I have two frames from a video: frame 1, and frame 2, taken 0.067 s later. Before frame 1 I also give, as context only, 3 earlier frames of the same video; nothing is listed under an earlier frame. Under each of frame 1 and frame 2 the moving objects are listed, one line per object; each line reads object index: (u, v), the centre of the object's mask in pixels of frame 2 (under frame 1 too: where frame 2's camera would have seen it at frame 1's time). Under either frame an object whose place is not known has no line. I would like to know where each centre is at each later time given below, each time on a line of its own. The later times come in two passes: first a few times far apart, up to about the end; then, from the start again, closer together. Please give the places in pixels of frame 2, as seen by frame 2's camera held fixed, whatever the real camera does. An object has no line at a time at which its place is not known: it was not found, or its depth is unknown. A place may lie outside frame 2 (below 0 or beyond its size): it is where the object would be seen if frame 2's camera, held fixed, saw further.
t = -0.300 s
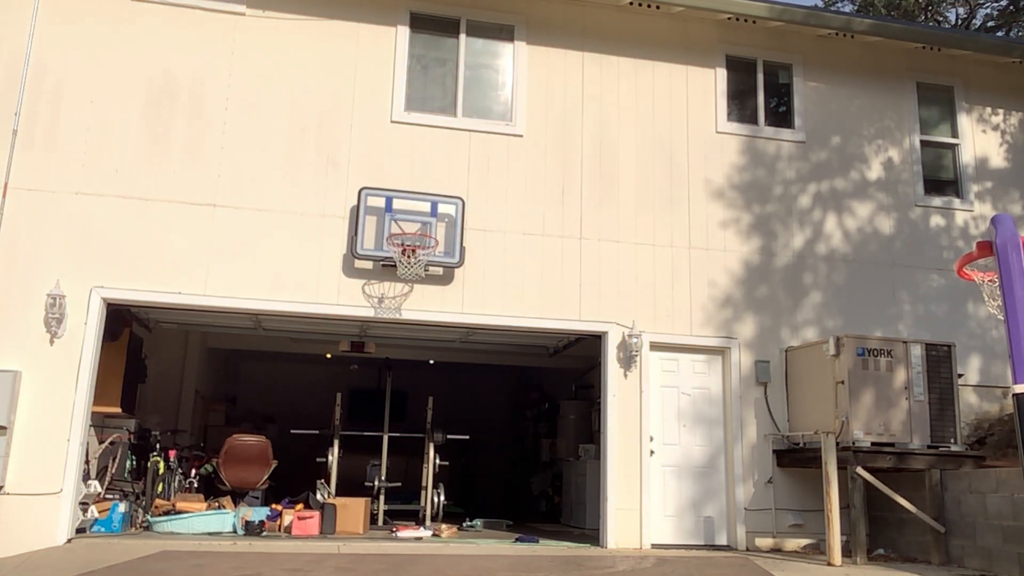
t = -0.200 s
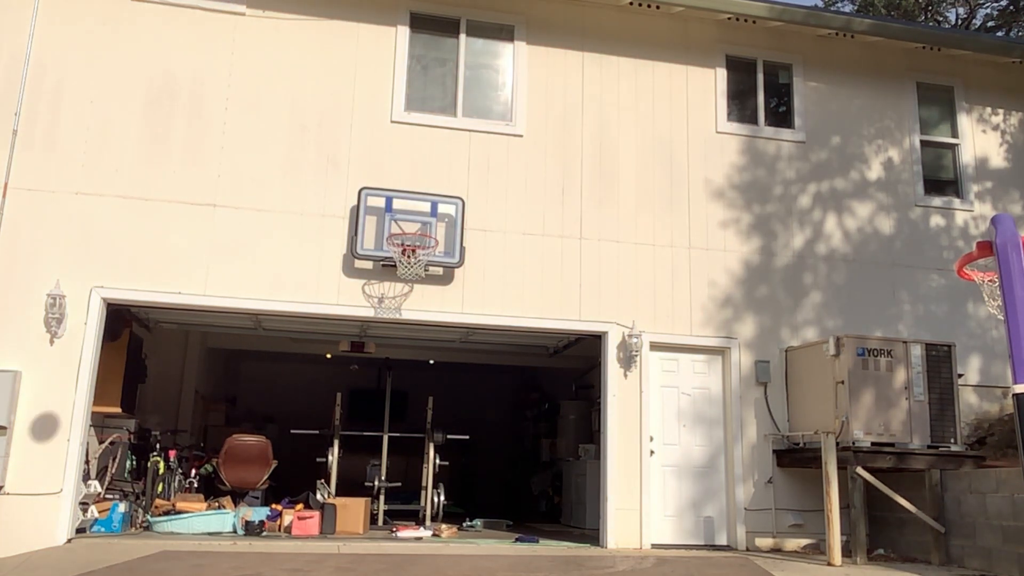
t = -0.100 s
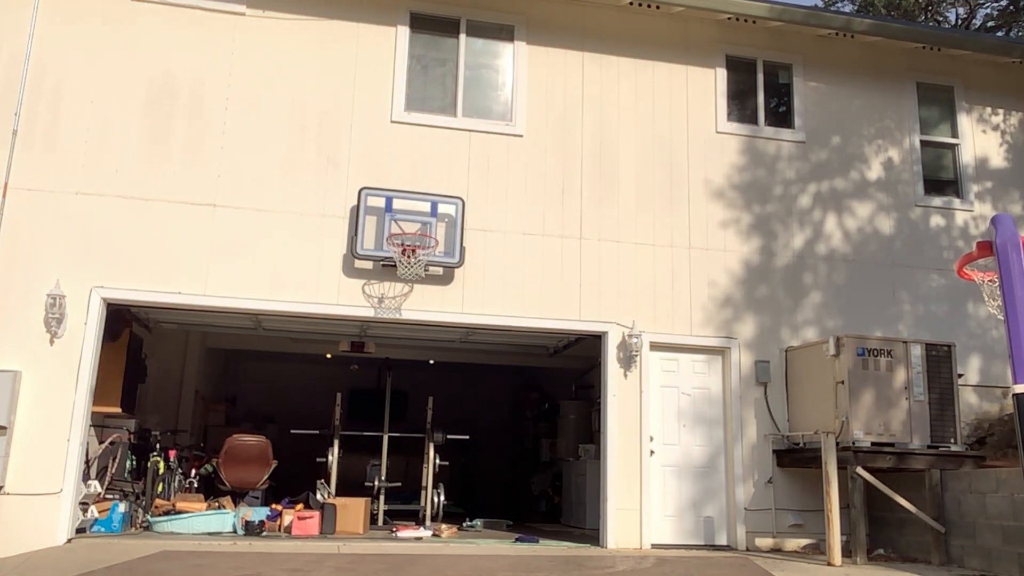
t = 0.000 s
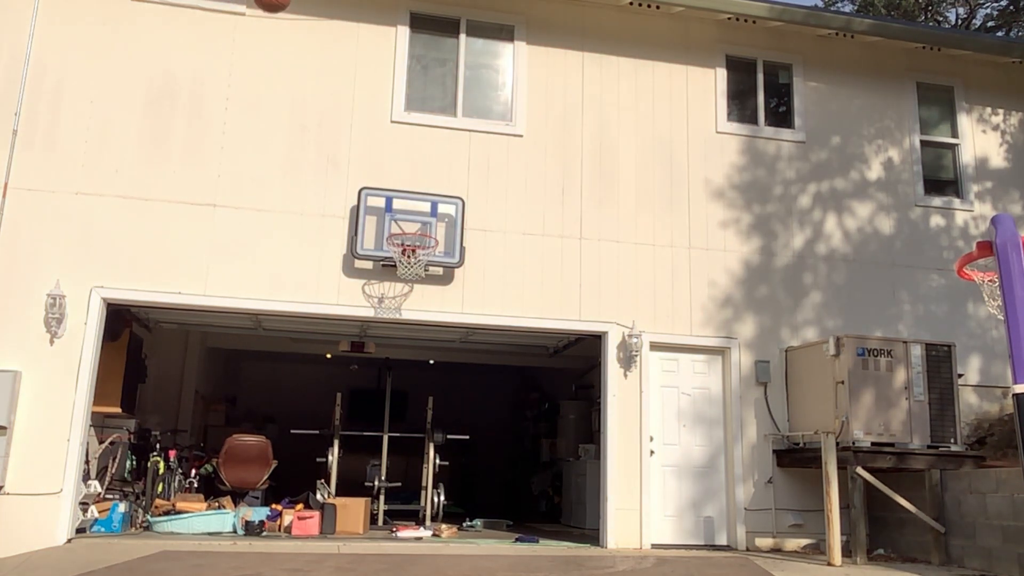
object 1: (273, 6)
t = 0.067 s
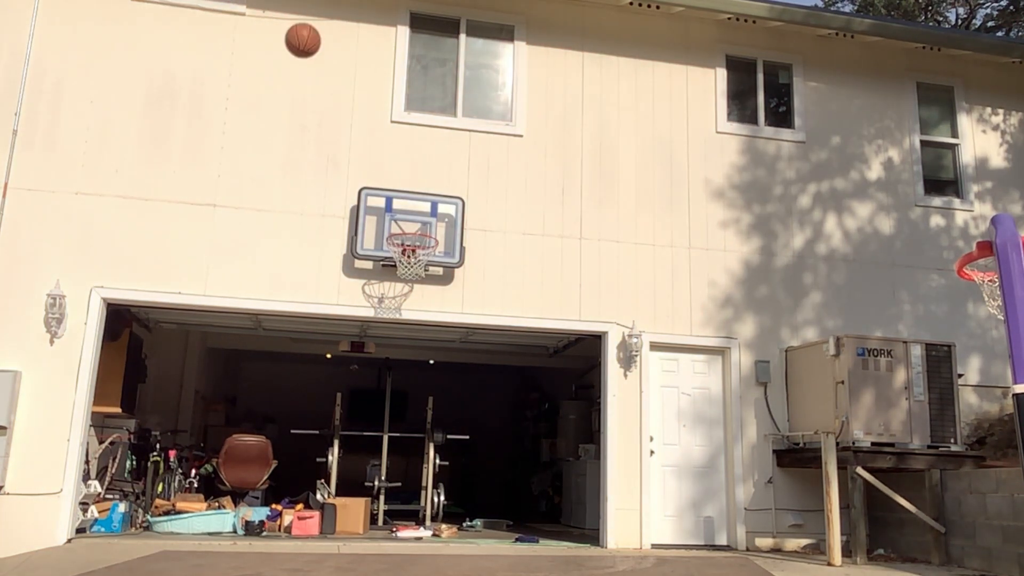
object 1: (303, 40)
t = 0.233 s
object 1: (361, 152)
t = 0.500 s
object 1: (420, 327)
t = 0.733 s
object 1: (451, 483)
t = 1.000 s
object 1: (514, 496)
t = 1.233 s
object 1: (568, 508)
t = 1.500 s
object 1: (587, 500)
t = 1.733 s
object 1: (568, 505)
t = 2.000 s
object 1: (558, 509)
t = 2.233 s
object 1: (559, 520)
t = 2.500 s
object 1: (558, 515)
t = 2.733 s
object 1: (558, 520)
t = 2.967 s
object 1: (556, 526)
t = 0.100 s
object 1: (317, 63)
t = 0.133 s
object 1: (329, 86)
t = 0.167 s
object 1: (341, 108)
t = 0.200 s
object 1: (351, 130)
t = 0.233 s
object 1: (361, 152)
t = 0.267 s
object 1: (370, 174)
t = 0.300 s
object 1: (379, 196)
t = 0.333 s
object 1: (387, 218)
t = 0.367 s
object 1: (394, 240)
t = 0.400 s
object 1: (401, 262)
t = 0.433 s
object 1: (408, 284)
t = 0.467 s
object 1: (414, 306)
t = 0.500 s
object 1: (420, 327)
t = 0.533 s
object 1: (425, 349)
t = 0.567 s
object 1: (430, 372)
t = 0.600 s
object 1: (435, 394)
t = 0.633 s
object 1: (439, 416)
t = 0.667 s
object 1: (443, 438)
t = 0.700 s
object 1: (447, 461)
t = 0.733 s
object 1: (451, 483)
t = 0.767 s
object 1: (454, 506)
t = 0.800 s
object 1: (458, 524)
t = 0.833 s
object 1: (467, 518)
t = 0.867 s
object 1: (477, 511)
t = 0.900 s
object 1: (488, 506)
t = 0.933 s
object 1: (497, 501)
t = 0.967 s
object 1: (506, 498)
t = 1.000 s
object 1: (514, 496)
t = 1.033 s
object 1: (522, 495)
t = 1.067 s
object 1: (531, 495)
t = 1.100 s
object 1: (538, 496)
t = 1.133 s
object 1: (546, 498)
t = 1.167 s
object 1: (553, 501)
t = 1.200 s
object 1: (560, 503)
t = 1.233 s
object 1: (568, 508)
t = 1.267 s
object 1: (575, 513)
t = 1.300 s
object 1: (581, 519)
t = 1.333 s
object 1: (588, 521)
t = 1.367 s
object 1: (593, 516)
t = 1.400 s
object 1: (593, 511)
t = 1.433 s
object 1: (592, 506)
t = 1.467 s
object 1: (590, 503)
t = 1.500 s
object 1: (587, 500)
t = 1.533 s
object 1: (585, 498)
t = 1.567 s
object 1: (582, 497)
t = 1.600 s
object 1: (580, 497)
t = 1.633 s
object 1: (578, 498)
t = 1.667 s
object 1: (574, 499)
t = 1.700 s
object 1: (571, 502)
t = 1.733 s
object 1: (568, 505)
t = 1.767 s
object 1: (565, 510)
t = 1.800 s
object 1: (562, 515)
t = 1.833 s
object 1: (559, 522)
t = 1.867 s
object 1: (558, 523)
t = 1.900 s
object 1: (558, 518)
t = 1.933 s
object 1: (558, 514)
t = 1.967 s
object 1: (558, 511)
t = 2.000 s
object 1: (558, 509)
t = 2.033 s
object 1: (559, 508)
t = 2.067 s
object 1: (559, 508)
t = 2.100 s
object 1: (558, 508)
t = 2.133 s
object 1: (558, 509)
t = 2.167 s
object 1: (558, 511)
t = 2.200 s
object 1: (558, 515)
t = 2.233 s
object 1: (559, 520)
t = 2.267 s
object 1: (558, 525)
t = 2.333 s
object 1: (559, 520)
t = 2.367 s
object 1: (558, 517)
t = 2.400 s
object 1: (558, 515)
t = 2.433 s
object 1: (558, 514)
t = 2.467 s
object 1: (559, 514)
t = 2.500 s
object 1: (558, 515)
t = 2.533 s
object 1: (558, 516)
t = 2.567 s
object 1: (558, 519)
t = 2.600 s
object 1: (558, 522)
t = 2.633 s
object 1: (558, 528)
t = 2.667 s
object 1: (557, 526)
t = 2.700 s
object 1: (558, 522)
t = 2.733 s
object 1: (558, 520)
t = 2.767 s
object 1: (558, 519)
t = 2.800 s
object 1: (557, 520)
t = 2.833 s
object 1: (557, 520)
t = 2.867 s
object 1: (557, 522)
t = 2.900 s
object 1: (557, 525)
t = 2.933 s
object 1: (556, 528)
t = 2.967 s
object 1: (556, 526)
